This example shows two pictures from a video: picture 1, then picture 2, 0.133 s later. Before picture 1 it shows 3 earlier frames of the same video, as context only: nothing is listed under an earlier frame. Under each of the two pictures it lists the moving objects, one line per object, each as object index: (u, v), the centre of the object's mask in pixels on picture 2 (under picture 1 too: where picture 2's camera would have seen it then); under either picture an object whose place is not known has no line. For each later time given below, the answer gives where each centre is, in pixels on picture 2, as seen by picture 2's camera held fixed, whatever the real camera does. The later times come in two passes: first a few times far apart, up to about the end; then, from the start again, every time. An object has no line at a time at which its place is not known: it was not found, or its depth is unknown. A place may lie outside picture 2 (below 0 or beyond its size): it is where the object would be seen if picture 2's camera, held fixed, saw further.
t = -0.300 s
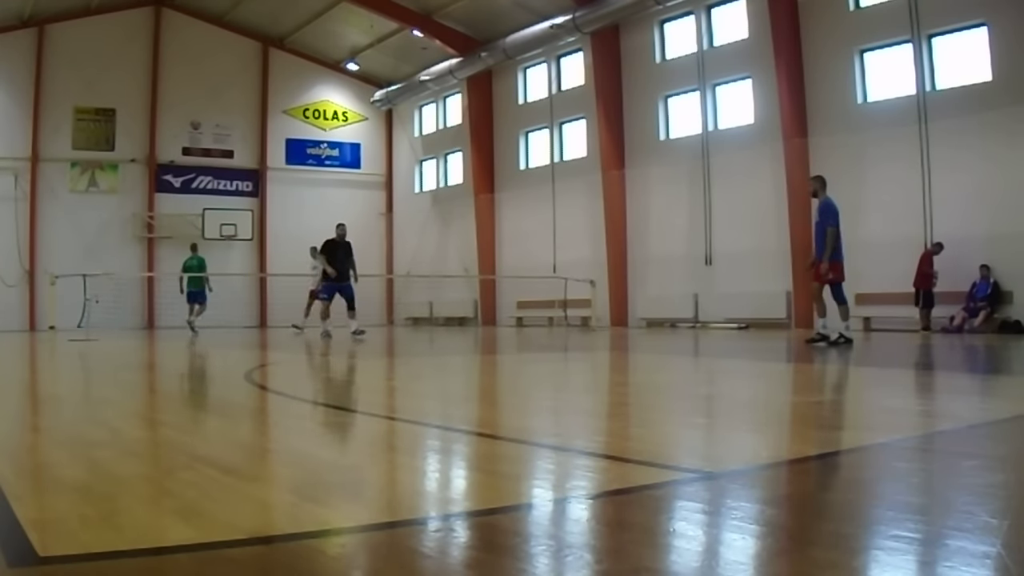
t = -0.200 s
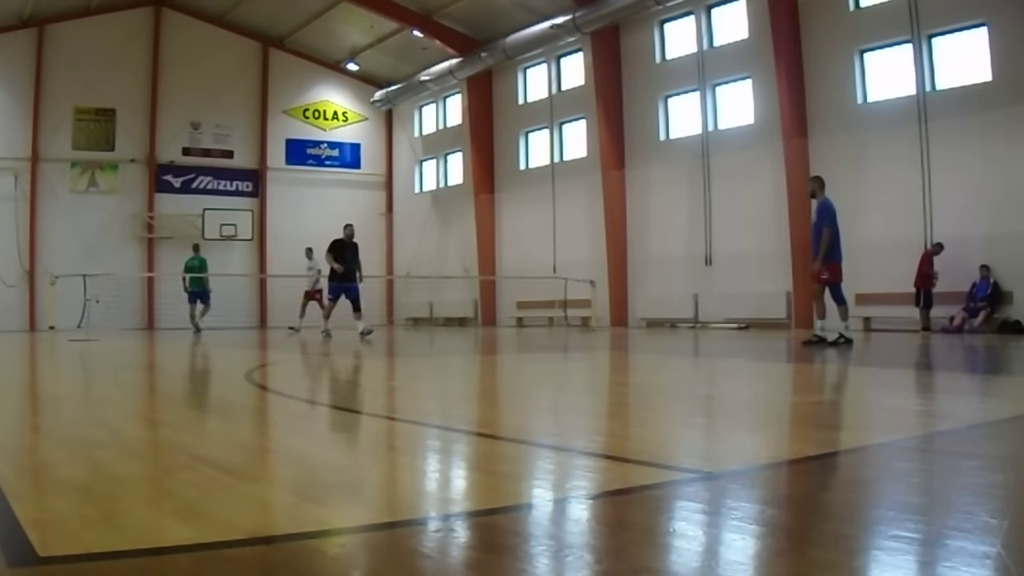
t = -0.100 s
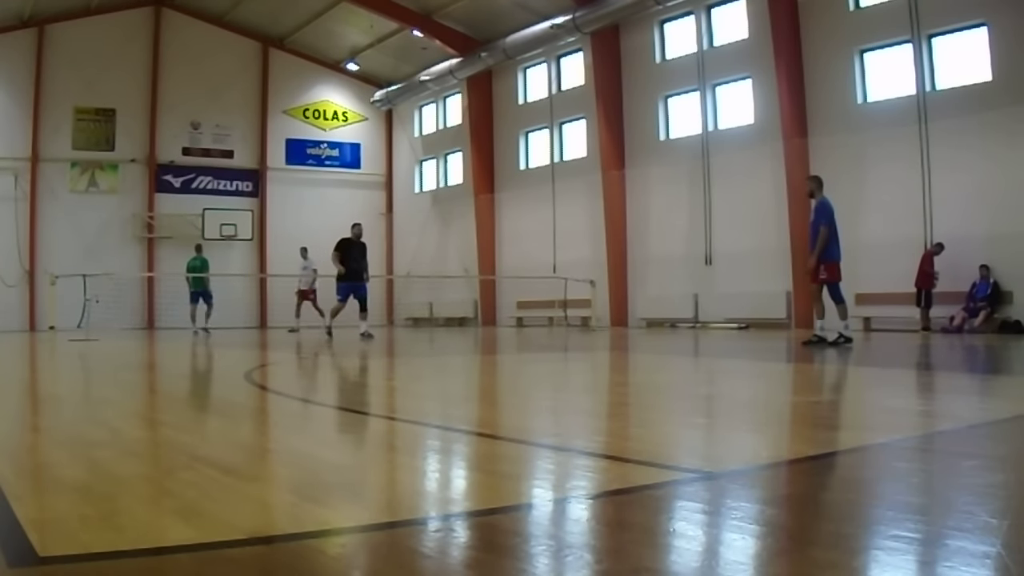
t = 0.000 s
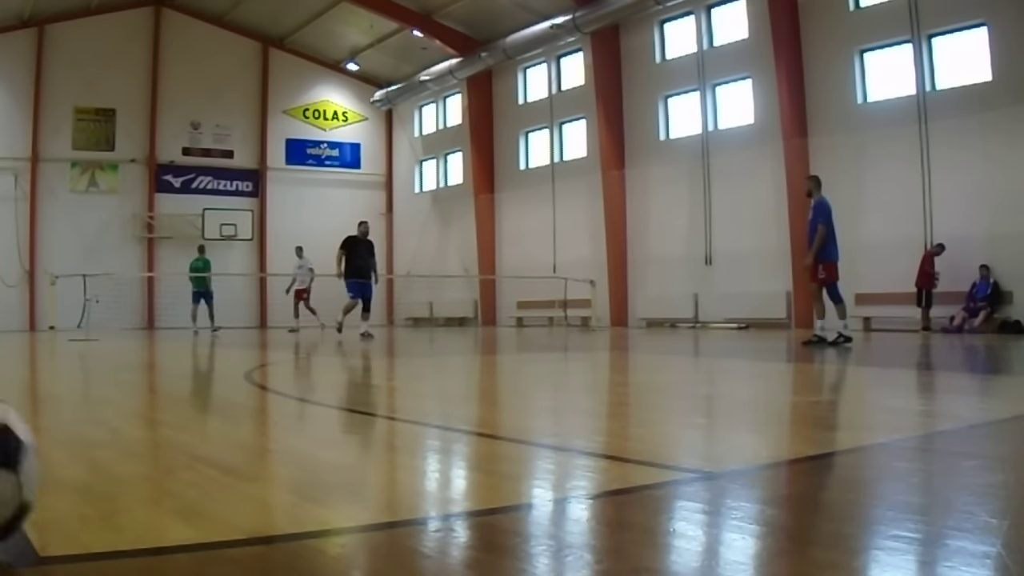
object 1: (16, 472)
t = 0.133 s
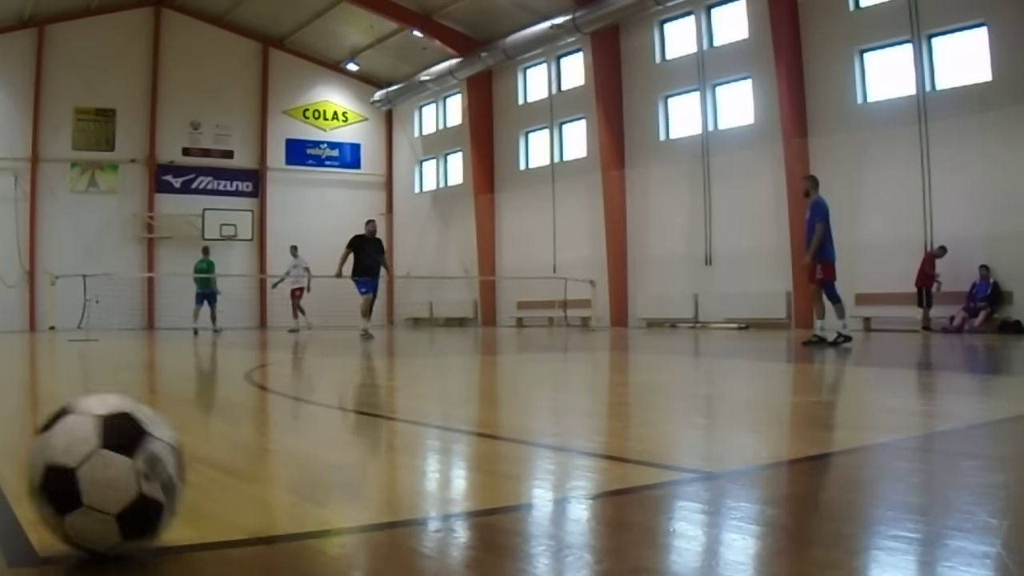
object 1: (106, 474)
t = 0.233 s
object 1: (215, 474)
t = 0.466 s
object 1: (456, 461)
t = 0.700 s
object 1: (668, 453)
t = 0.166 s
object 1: (143, 475)
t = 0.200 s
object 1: (179, 474)
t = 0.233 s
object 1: (215, 474)
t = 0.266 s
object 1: (249, 469)
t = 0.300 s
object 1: (285, 468)
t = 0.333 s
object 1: (321, 471)
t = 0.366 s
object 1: (356, 465)
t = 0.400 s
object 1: (388, 465)
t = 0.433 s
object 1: (422, 468)
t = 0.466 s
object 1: (456, 461)
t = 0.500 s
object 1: (489, 463)
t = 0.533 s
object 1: (522, 460)
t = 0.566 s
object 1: (554, 460)
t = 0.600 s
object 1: (585, 456)
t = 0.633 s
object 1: (616, 458)
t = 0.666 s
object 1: (644, 454)
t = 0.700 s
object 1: (668, 453)
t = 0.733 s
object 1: (696, 450)
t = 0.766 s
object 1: (720, 447)
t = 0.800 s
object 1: (745, 444)
